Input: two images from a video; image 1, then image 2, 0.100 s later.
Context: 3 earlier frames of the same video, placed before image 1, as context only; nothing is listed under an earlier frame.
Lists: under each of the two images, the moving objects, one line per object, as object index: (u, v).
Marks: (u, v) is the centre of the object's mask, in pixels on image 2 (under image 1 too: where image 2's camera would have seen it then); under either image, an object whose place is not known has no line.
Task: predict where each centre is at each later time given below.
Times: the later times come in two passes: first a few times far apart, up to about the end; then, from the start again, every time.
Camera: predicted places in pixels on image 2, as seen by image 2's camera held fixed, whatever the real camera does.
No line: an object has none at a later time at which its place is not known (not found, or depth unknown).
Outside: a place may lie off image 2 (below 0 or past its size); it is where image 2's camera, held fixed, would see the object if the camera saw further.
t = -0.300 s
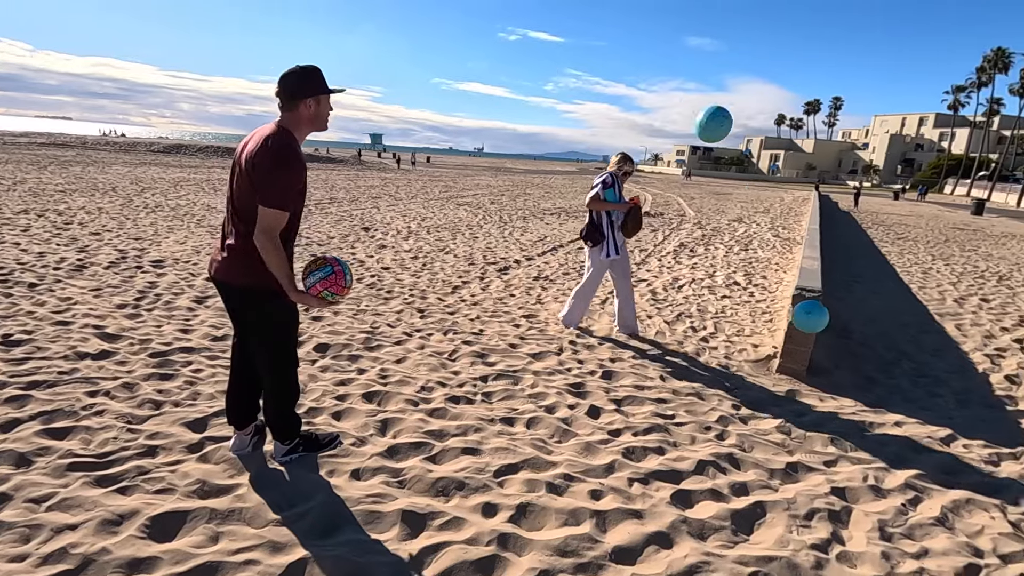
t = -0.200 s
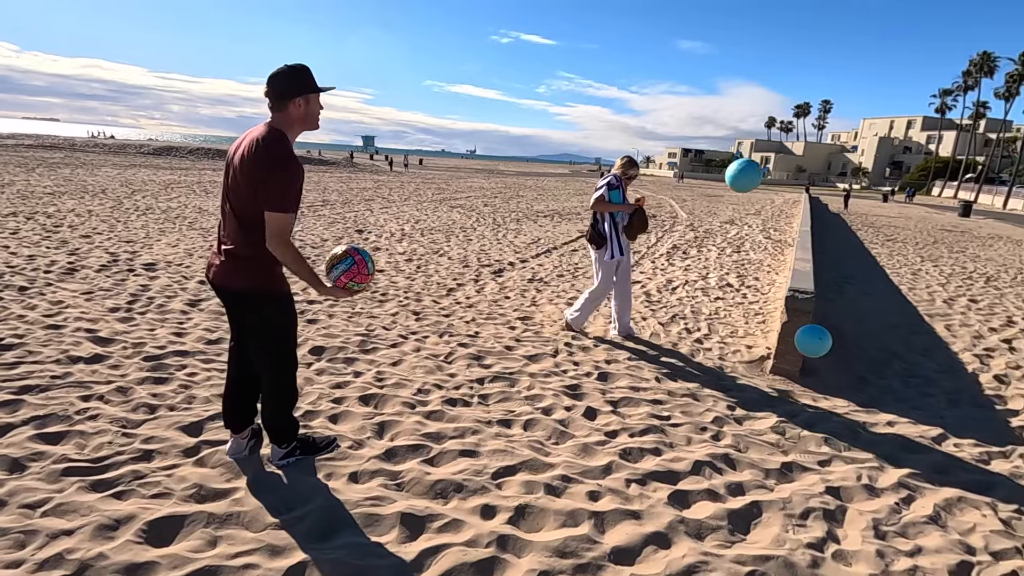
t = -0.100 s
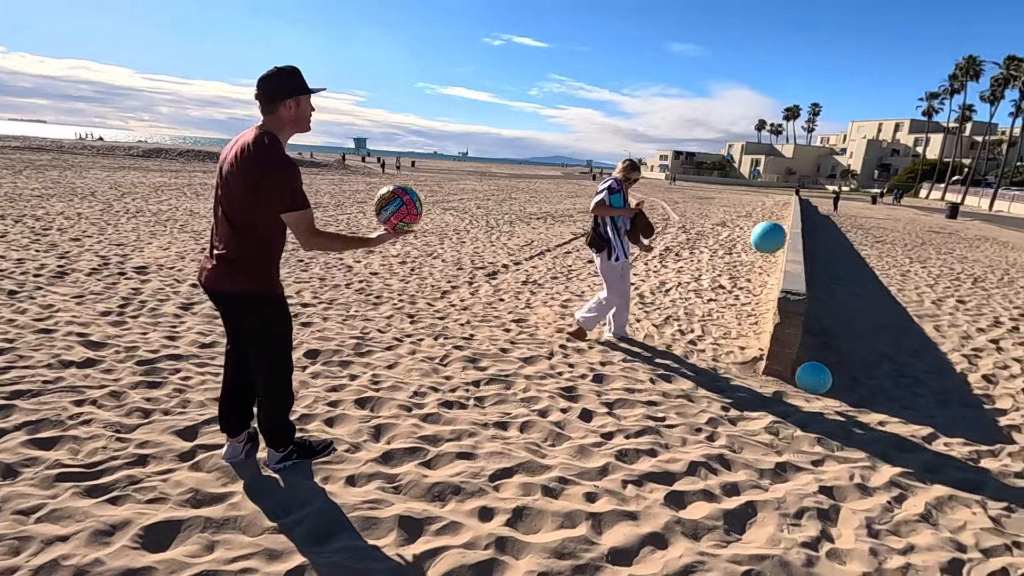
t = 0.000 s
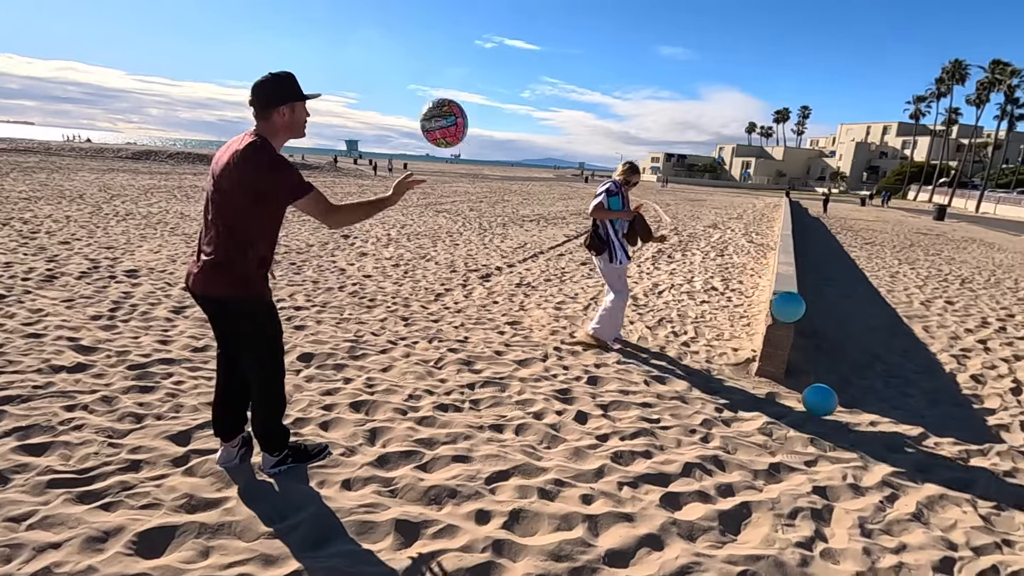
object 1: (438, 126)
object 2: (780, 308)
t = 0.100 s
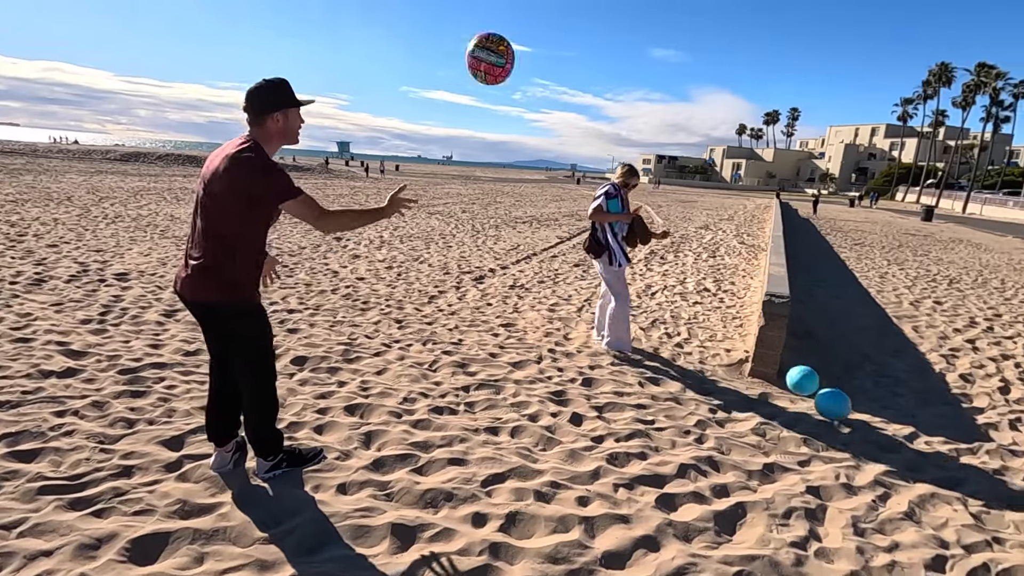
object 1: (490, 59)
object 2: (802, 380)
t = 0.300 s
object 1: (591, 8)
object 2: (836, 339)
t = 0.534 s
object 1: (697, 48)
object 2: (857, 326)
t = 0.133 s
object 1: (508, 42)
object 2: (808, 392)
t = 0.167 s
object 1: (525, 27)
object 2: (815, 379)
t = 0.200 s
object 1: (542, 18)
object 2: (821, 367)
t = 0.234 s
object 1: (558, 13)
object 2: (826, 356)
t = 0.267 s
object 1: (575, 10)
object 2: (832, 347)
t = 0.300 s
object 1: (591, 8)
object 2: (836, 339)
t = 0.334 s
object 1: (607, 7)
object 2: (841, 333)
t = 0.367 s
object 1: (623, 8)
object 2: (845, 328)
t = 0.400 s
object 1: (638, 9)
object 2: (848, 325)
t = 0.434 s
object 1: (654, 13)
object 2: (851, 323)
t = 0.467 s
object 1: (669, 21)
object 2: (853, 323)
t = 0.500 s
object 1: (683, 33)
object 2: (855, 324)
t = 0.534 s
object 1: (697, 48)
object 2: (857, 326)
